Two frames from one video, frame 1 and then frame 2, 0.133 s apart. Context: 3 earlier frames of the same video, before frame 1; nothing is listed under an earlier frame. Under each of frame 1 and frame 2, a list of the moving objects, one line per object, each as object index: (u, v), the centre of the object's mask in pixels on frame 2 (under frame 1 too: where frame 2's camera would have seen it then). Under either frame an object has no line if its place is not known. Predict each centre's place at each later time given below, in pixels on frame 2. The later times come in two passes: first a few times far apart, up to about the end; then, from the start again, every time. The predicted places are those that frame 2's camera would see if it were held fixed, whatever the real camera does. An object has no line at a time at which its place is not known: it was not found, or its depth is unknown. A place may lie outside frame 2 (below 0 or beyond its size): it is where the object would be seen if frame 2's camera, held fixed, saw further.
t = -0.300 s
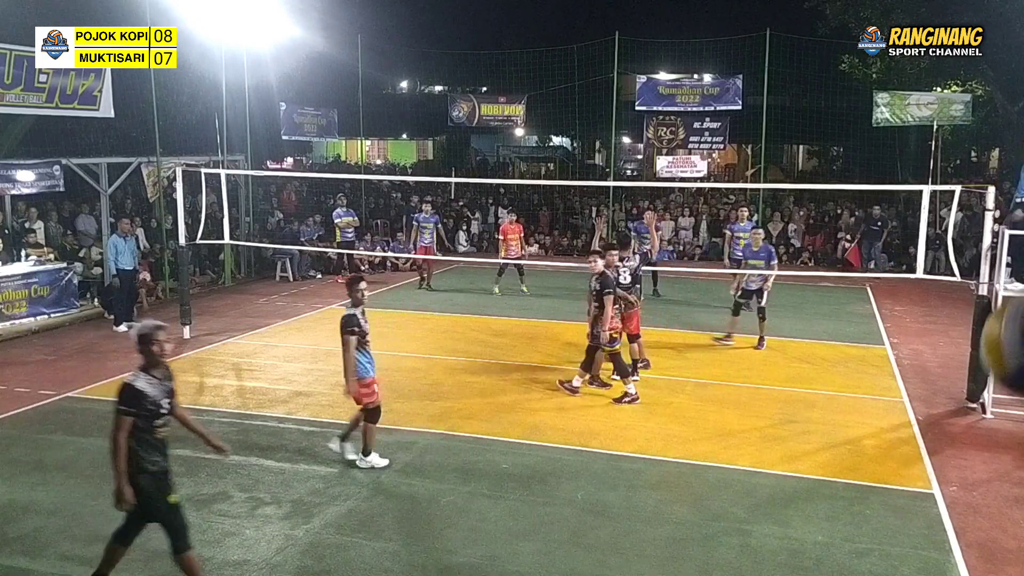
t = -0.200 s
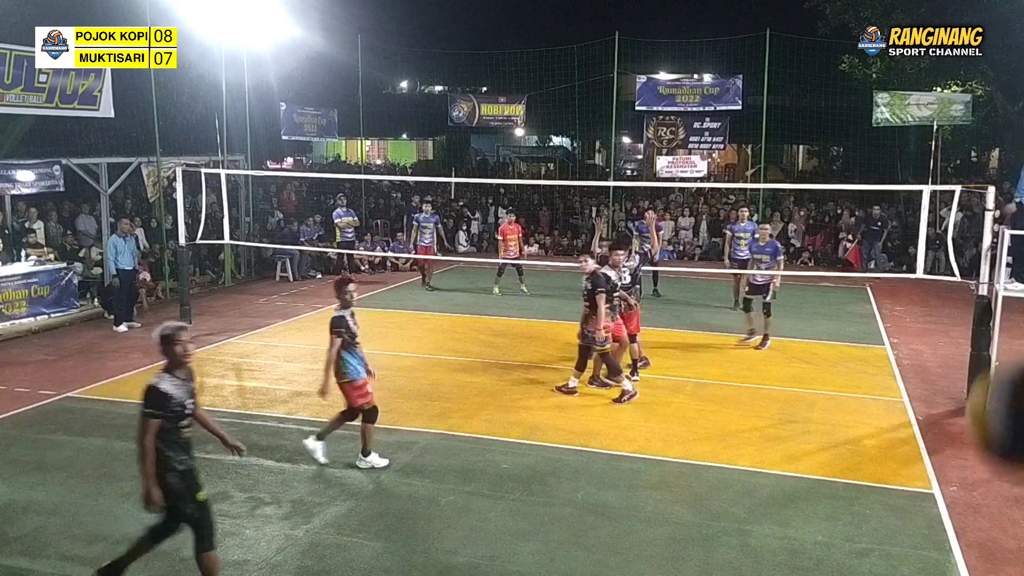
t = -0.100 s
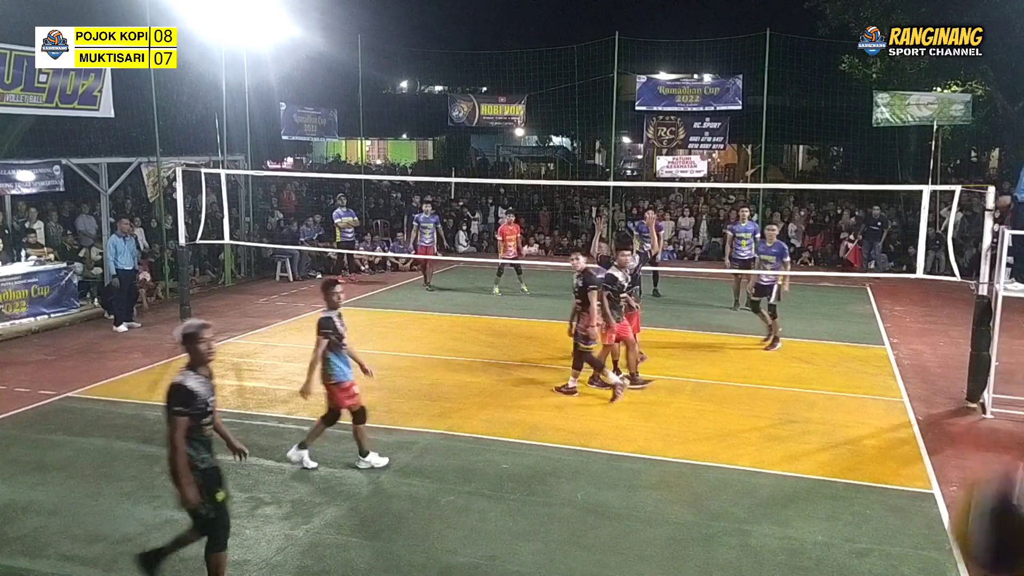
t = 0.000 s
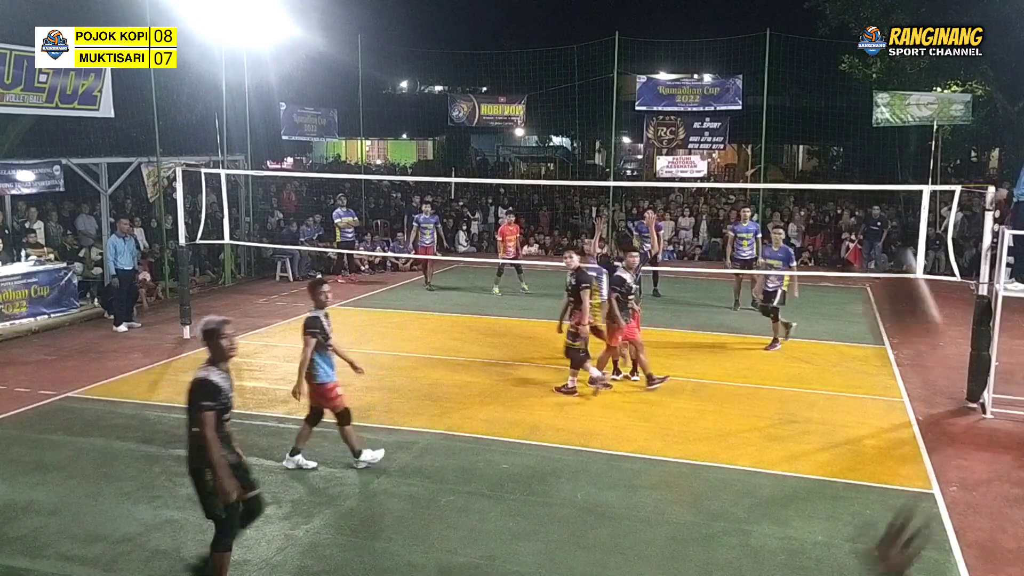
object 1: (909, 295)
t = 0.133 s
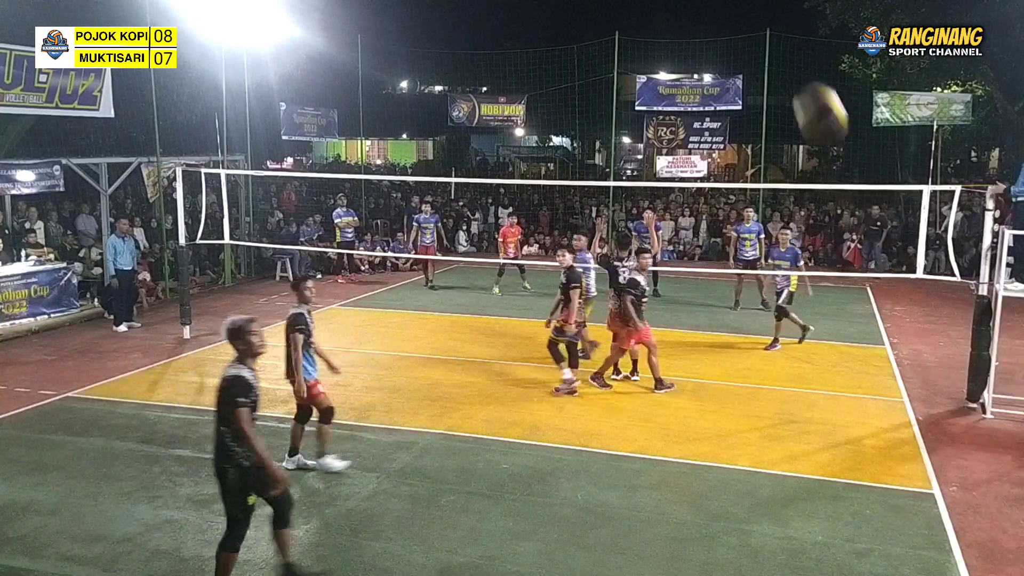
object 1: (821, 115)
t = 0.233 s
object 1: (793, 58)
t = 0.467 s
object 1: (767, 30)
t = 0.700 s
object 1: (752, 60)
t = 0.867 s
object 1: (738, 91)
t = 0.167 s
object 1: (810, 90)
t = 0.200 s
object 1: (801, 72)
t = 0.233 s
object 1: (793, 58)
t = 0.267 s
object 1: (787, 47)
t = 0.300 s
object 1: (782, 39)
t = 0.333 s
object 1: (778, 33)
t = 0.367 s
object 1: (775, 30)
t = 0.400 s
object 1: (772, 29)
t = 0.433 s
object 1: (769, 29)
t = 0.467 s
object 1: (767, 30)
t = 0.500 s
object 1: (765, 33)
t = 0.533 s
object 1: (764, 36)
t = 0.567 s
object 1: (762, 40)
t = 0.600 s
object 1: (760, 44)
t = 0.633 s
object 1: (757, 49)
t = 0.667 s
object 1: (755, 54)
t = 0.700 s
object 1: (752, 60)
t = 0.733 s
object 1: (749, 66)
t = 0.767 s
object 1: (747, 72)
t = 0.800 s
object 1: (744, 78)
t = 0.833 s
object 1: (741, 84)
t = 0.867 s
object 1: (738, 91)
